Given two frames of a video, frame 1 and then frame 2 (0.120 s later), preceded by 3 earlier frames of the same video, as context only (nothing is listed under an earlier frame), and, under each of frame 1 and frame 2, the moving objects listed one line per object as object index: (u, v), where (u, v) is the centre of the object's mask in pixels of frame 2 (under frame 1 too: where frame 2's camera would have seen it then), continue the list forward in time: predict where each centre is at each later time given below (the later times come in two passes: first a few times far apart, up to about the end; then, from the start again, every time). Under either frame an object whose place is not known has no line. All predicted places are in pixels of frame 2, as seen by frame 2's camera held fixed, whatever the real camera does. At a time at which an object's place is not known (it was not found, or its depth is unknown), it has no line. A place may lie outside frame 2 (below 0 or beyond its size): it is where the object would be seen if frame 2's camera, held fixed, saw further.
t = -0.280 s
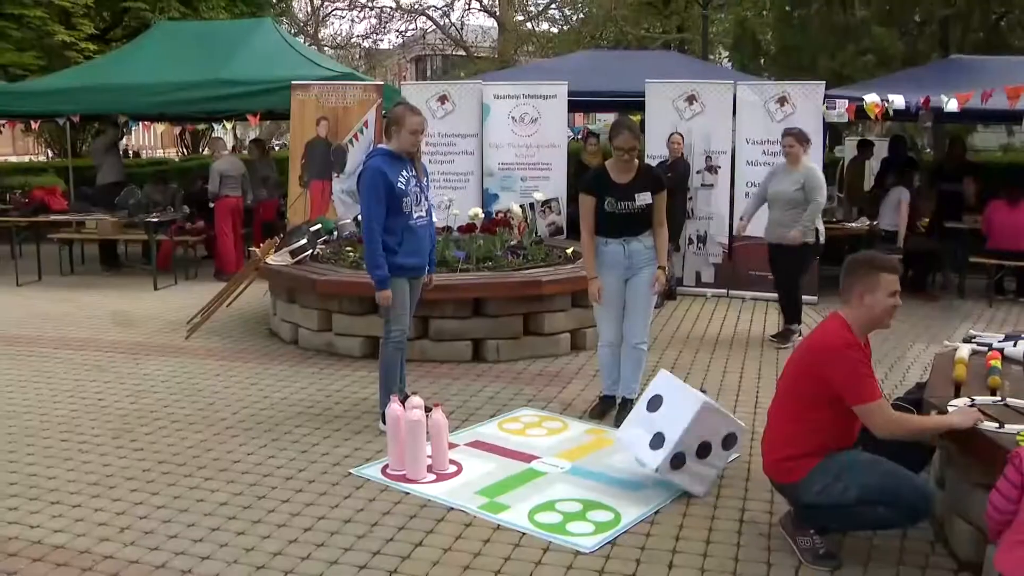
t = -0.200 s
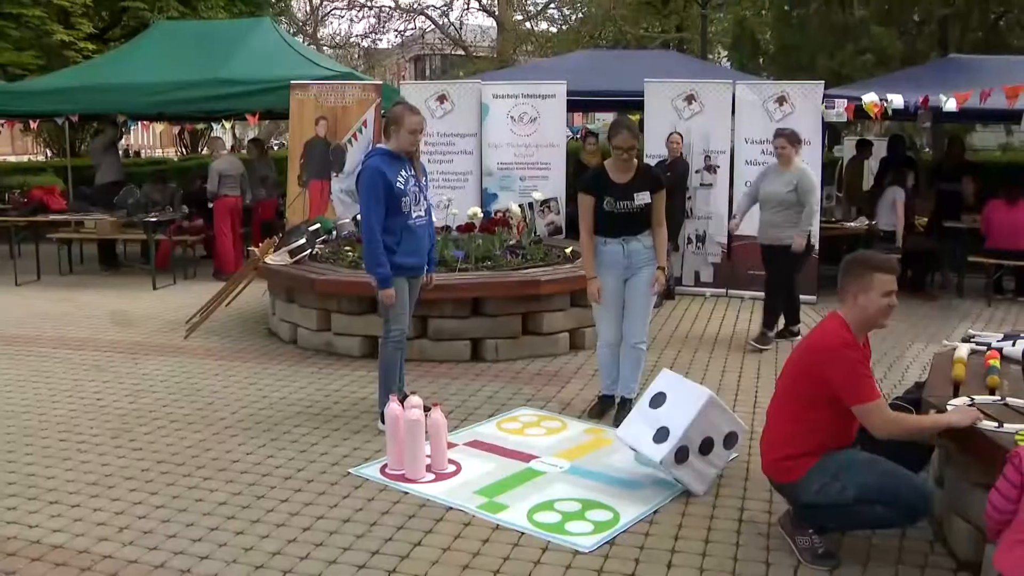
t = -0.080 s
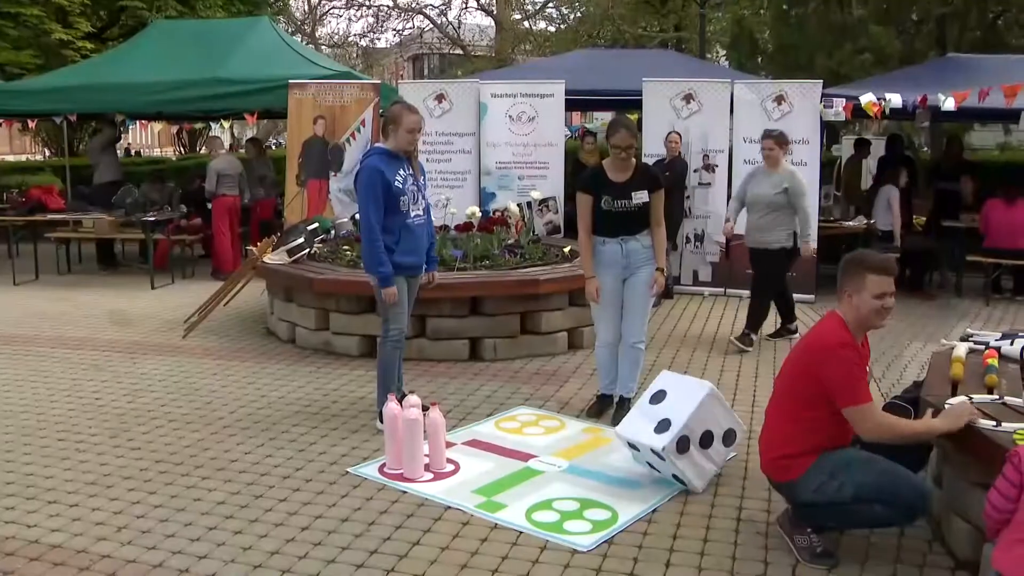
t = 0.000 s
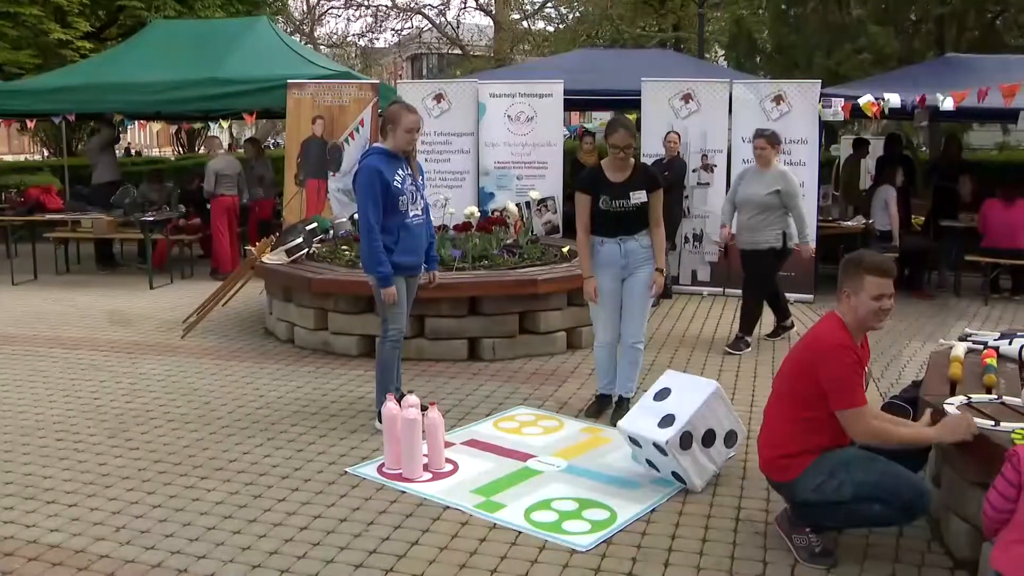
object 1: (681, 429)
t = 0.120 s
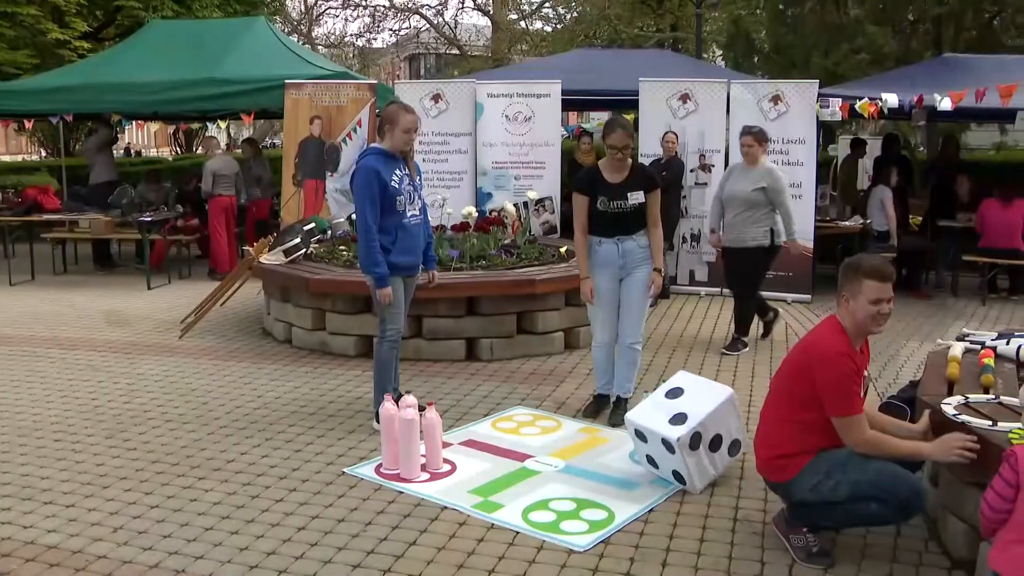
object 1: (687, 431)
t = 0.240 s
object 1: (695, 432)
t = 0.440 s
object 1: (705, 432)
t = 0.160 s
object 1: (689, 431)
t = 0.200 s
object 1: (691, 431)
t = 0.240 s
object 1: (695, 432)
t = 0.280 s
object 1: (696, 433)
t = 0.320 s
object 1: (698, 433)
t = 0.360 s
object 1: (703, 435)
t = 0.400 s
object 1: (705, 434)
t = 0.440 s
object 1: (705, 432)
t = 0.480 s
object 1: (705, 432)
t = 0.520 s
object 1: (705, 432)
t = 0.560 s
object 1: (705, 432)
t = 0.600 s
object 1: (704, 433)
